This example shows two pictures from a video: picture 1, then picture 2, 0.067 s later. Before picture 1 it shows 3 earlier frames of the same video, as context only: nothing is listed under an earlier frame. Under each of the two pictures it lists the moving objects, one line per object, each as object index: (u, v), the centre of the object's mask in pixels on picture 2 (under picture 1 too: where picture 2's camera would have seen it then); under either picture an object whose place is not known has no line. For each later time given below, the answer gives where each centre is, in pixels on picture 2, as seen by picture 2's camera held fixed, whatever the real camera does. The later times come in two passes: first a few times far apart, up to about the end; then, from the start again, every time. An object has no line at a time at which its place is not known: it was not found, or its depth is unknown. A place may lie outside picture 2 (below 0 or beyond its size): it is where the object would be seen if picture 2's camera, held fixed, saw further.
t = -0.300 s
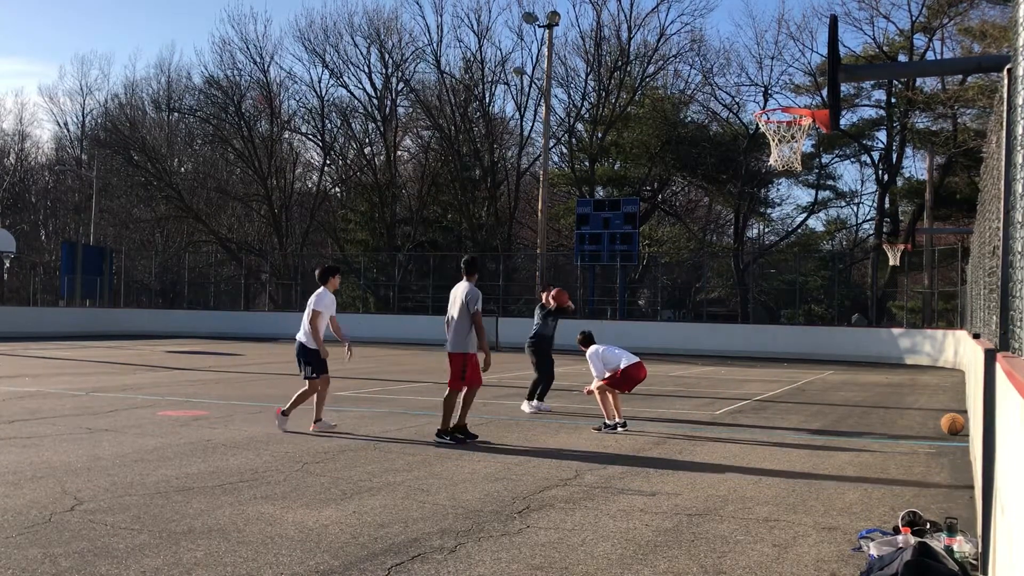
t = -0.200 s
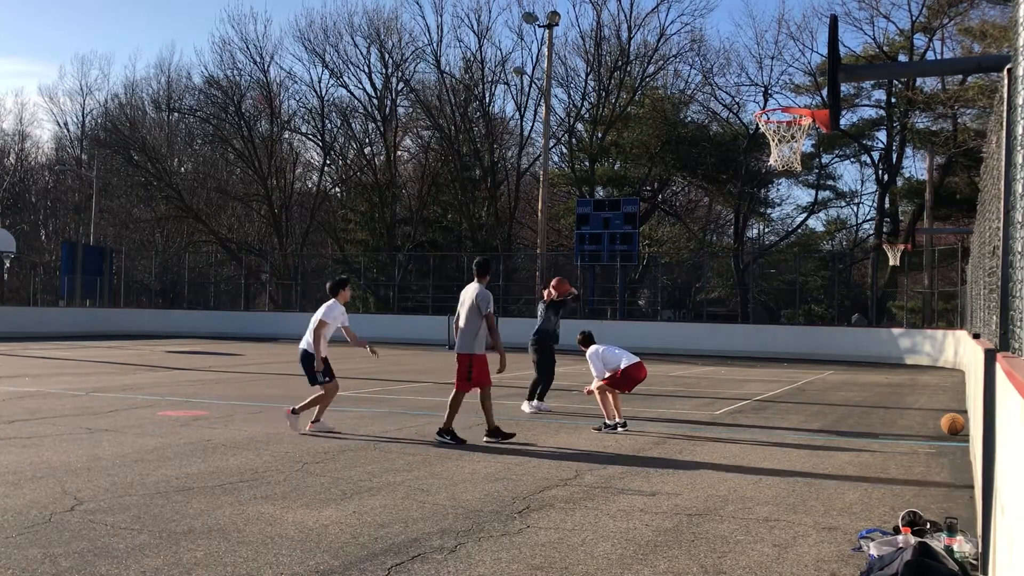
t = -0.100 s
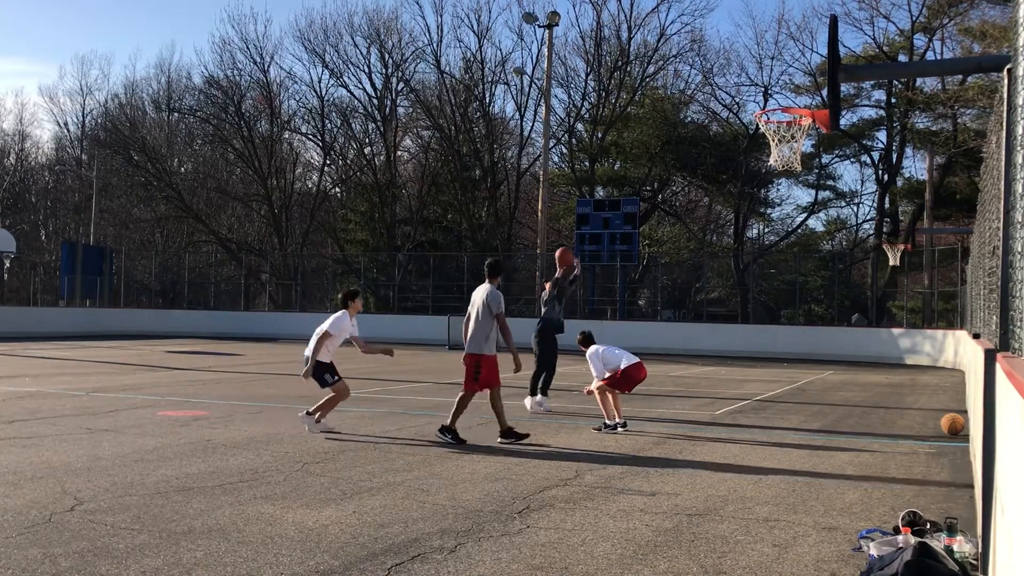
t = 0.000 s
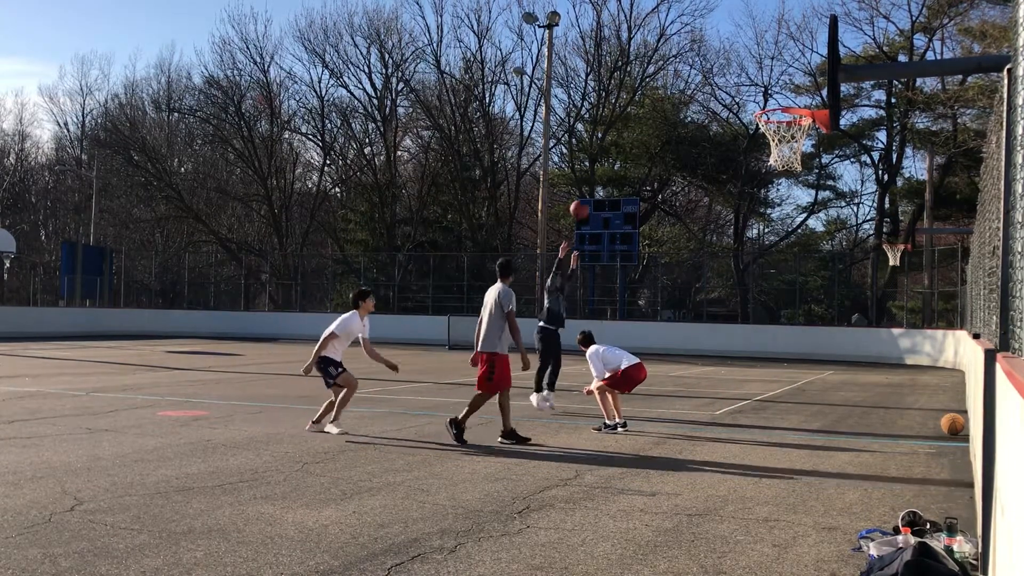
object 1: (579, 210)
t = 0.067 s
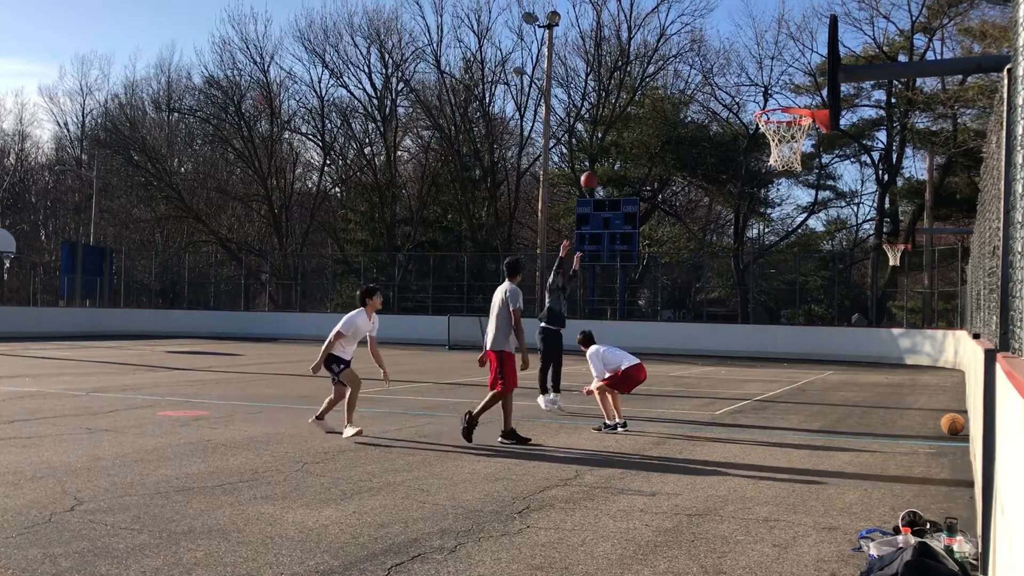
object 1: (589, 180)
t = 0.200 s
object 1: (613, 129)
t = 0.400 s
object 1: (650, 74)
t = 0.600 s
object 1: (692, 47)
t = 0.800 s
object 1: (741, 59)
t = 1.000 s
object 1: (788, 117)
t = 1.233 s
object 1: (764, 140)
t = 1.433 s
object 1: (774, 157)
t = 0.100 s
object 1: (595, 167)
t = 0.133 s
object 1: (601, 154)
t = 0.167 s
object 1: (606, 144)
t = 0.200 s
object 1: (613, 129)
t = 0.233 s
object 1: (620, 119)
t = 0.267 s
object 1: (624, 109)
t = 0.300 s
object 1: (631, 99)
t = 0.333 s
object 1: (637, 89)
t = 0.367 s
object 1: (643, 82)
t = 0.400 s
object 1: (650, 74)
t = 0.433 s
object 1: (656, 67)
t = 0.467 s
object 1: (664, 62)
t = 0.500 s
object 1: (671, 57)
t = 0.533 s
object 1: (678, 53)
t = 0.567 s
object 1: (685, 50)
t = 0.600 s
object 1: (692, 47)
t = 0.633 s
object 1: (700, 47)
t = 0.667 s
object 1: (707, 47)
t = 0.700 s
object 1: (716, 48)
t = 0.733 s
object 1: (724, 50)
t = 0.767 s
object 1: (732, 54)
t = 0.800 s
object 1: (741, 59)
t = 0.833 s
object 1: (750, 64)
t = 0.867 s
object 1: (759, 72)
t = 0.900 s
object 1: (768, 81)
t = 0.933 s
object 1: (777, 92)
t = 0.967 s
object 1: (787, 103)
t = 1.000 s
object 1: (788, 117)
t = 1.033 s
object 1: (781, 126)
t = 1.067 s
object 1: (771, 138)
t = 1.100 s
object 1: (765, 146)
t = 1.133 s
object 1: (762, 142)
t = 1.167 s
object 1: (762, 140)
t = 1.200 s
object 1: (765, 141)
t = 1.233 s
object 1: (764, 140)
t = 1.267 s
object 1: (765, 141)
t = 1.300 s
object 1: (766, 143)
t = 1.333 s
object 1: (768, 144)
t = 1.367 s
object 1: (769, 147)
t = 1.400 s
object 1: (771, 158)
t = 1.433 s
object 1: (774, 157)
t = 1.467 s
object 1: (777, 161)
